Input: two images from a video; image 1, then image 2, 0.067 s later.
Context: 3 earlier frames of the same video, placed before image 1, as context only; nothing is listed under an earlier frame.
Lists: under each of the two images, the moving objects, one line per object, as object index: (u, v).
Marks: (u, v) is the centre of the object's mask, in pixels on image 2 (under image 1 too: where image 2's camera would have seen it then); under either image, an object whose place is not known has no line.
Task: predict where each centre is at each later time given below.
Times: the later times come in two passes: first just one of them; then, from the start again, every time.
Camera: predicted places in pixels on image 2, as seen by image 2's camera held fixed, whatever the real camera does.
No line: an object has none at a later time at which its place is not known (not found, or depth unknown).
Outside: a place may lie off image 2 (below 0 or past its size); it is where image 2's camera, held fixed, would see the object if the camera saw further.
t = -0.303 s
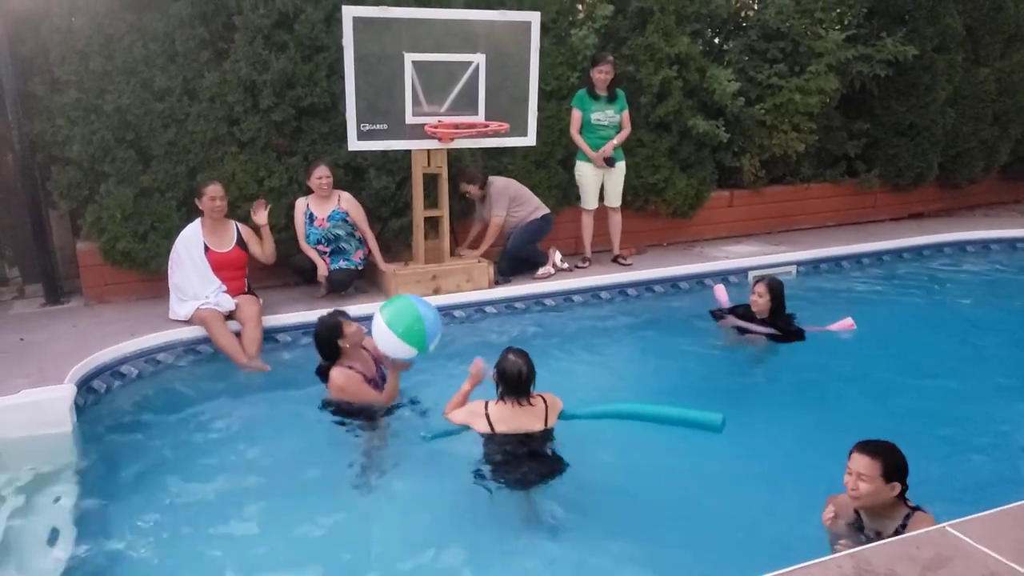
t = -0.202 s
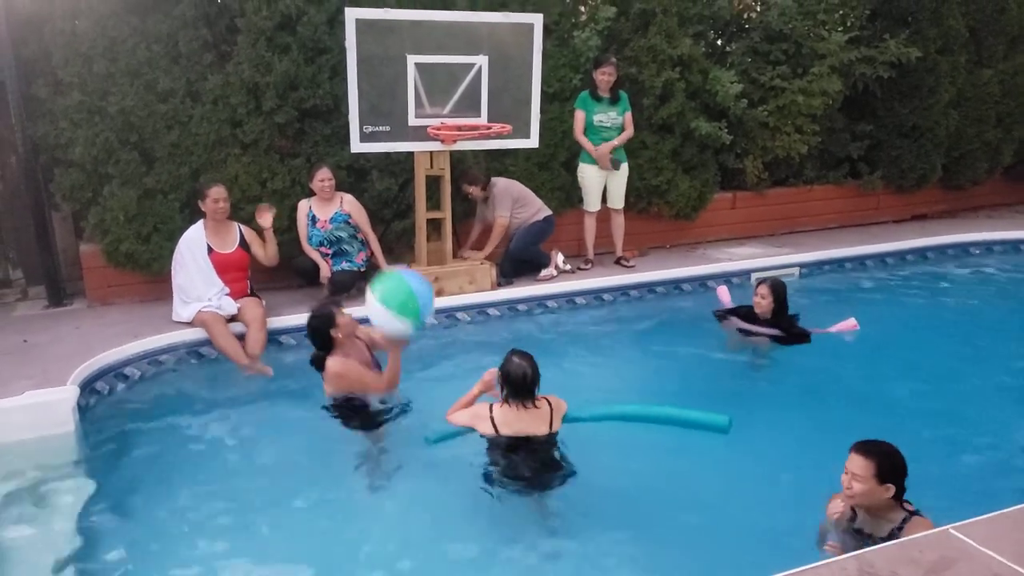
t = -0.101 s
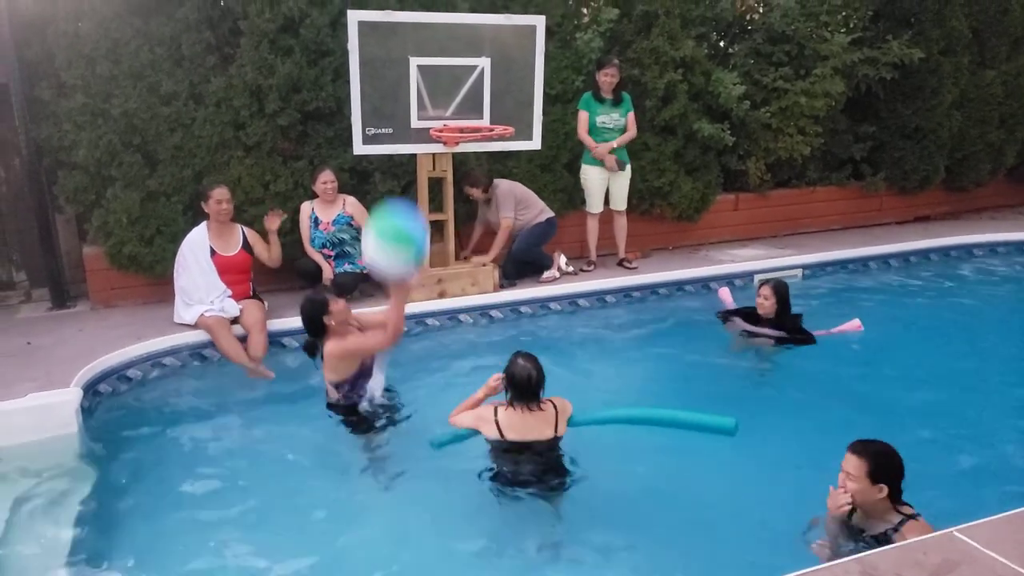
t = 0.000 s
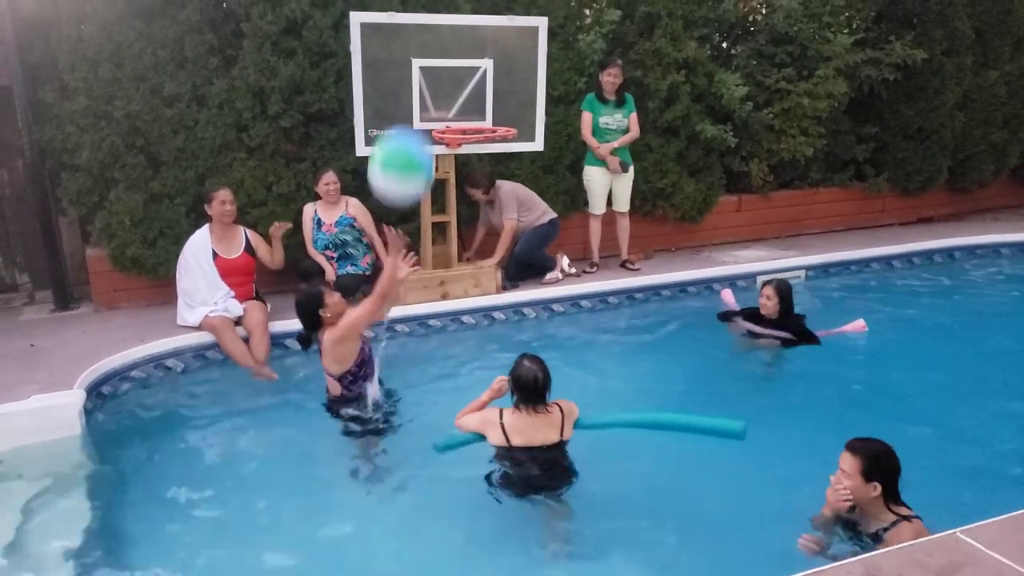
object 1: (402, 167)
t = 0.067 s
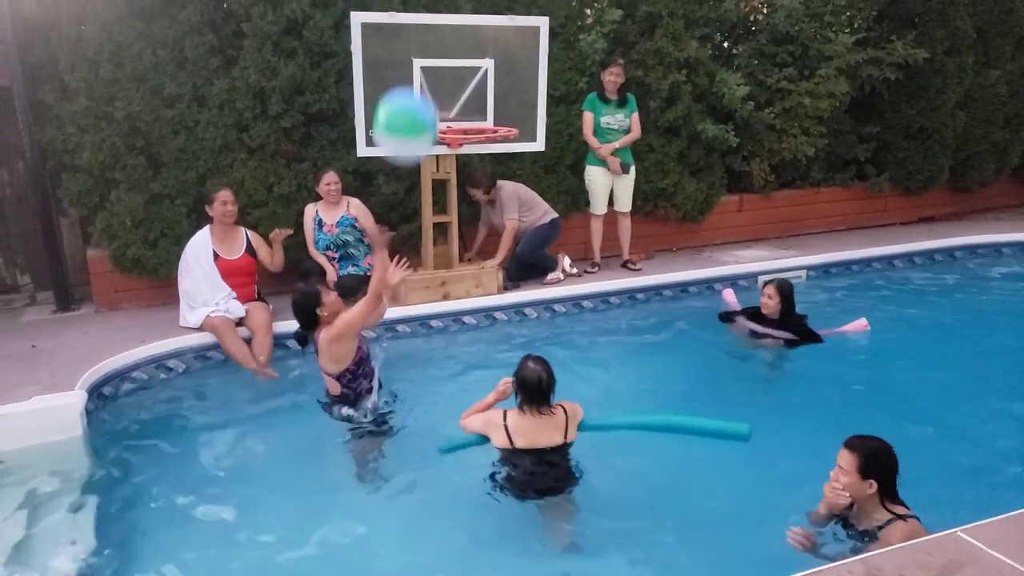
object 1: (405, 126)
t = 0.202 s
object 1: (413, 68)
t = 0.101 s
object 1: (407, 108)
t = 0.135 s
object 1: (409, 92)
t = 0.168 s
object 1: (411, 79)
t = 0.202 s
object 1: (413, 68)
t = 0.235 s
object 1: (416, 59)
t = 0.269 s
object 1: (418, 53)
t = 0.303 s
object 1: (421, 47)
